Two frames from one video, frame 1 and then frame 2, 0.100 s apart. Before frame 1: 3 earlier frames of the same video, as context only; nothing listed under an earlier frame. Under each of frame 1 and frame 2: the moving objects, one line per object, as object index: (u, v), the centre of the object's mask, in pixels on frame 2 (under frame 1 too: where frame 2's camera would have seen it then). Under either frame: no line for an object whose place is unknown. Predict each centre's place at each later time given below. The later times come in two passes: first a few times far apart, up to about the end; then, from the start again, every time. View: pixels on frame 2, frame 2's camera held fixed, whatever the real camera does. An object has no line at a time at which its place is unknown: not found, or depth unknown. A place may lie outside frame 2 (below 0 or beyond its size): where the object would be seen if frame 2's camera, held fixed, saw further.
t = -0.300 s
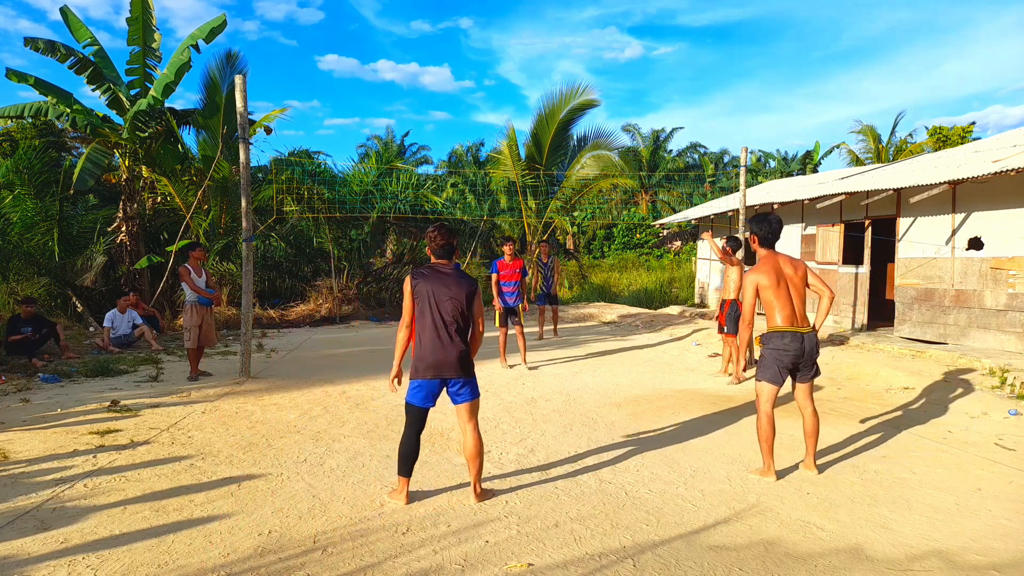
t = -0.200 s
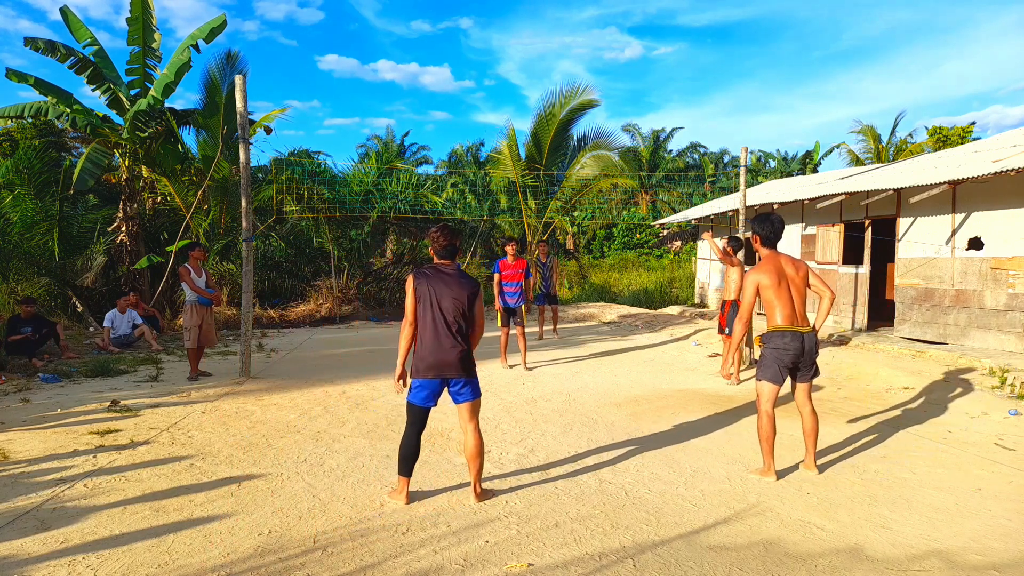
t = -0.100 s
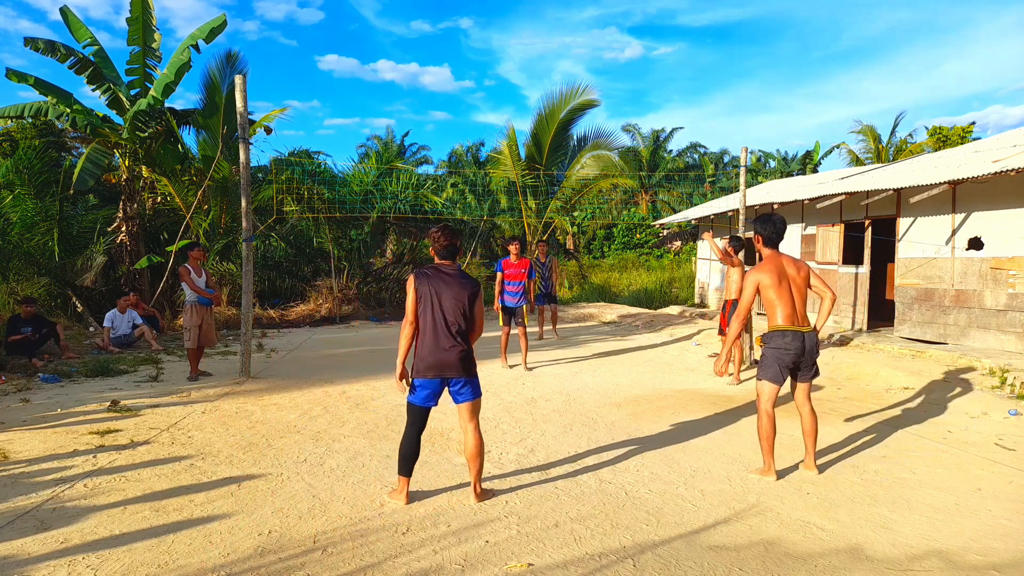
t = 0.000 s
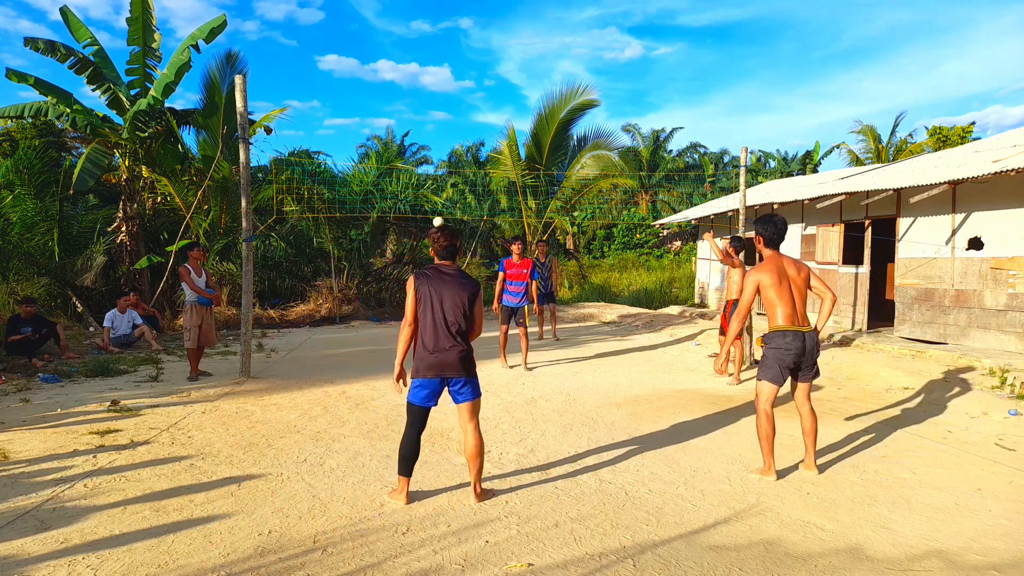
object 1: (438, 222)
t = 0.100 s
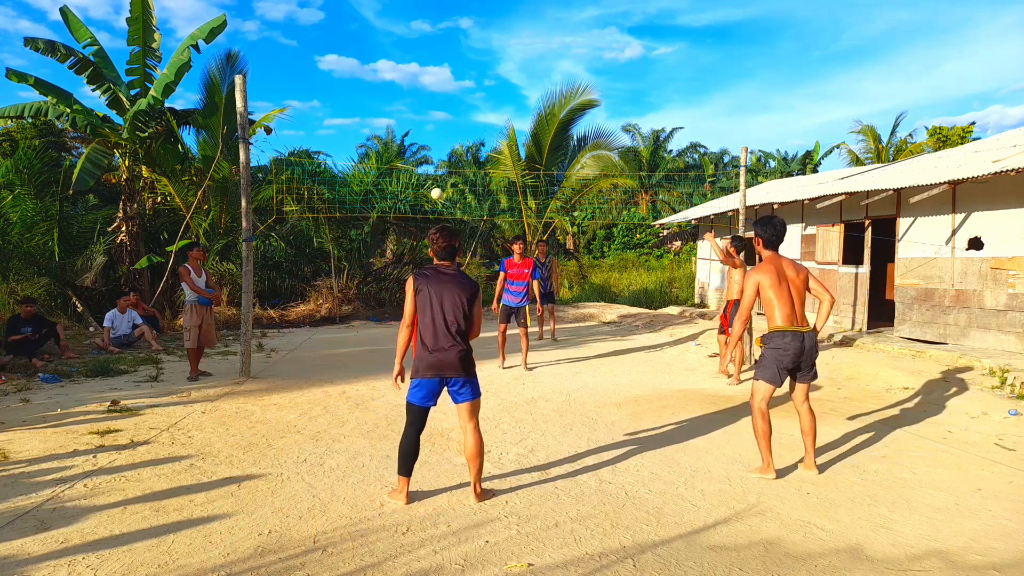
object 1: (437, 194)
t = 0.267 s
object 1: (433, 151)
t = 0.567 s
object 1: (425, 101)
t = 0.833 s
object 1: (406, 120)
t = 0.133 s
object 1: (436, 185)
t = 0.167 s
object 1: (435, 176)
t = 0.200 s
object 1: (434, 167)
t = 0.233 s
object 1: (434, 159)
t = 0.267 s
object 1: (433, 151)
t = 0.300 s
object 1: (433, 143)
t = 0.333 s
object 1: (432, 136)
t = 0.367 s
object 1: (431, 130)
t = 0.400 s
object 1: (430, 124)
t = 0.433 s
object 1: (430, 118)
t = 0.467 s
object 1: (428, 113)
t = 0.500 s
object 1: (427, 108)
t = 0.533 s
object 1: (426, 104)
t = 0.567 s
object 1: (425, 101)
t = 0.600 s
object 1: (424, 99)
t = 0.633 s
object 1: (422, 98)
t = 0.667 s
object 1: (420, 99)
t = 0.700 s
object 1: (417, 100)
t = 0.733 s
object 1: (414, 103)
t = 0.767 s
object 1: (411, 107)
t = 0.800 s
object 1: (409, 112)
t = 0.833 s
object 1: (406, 120)
